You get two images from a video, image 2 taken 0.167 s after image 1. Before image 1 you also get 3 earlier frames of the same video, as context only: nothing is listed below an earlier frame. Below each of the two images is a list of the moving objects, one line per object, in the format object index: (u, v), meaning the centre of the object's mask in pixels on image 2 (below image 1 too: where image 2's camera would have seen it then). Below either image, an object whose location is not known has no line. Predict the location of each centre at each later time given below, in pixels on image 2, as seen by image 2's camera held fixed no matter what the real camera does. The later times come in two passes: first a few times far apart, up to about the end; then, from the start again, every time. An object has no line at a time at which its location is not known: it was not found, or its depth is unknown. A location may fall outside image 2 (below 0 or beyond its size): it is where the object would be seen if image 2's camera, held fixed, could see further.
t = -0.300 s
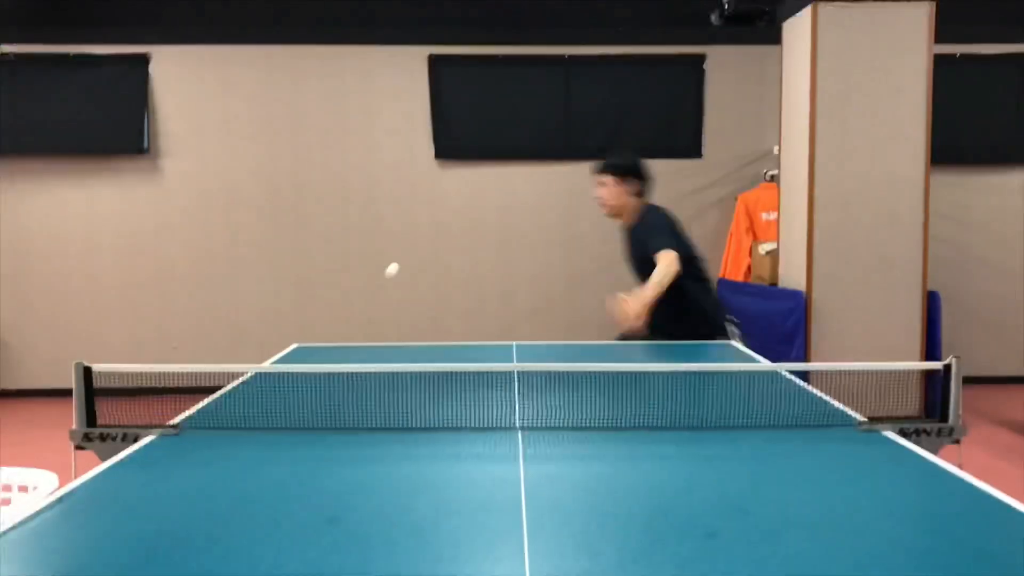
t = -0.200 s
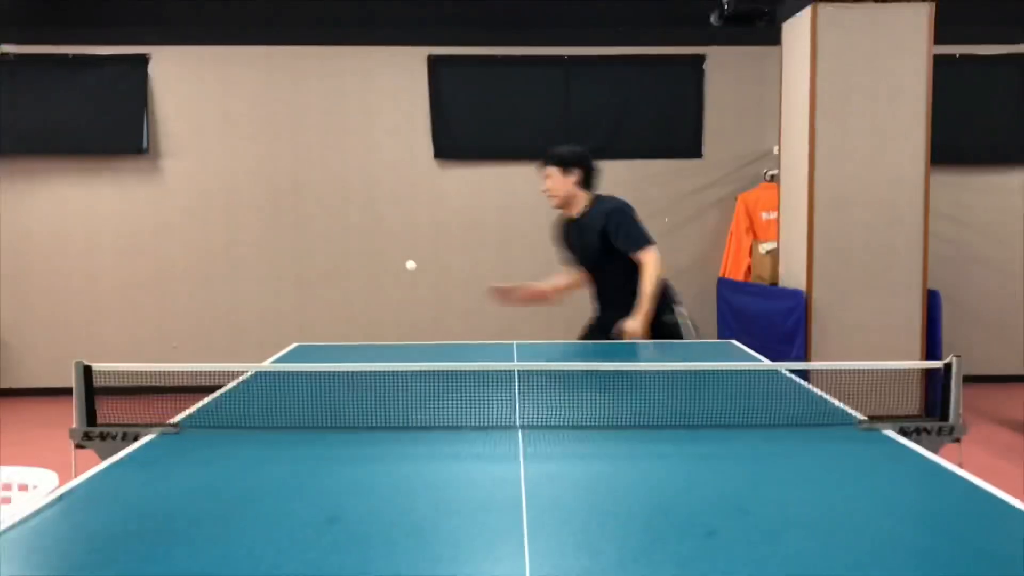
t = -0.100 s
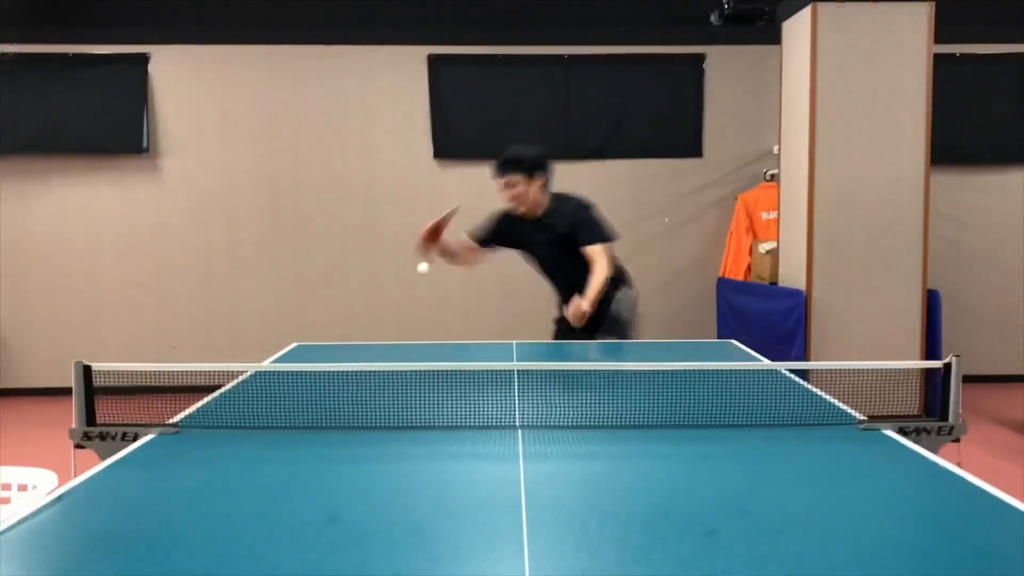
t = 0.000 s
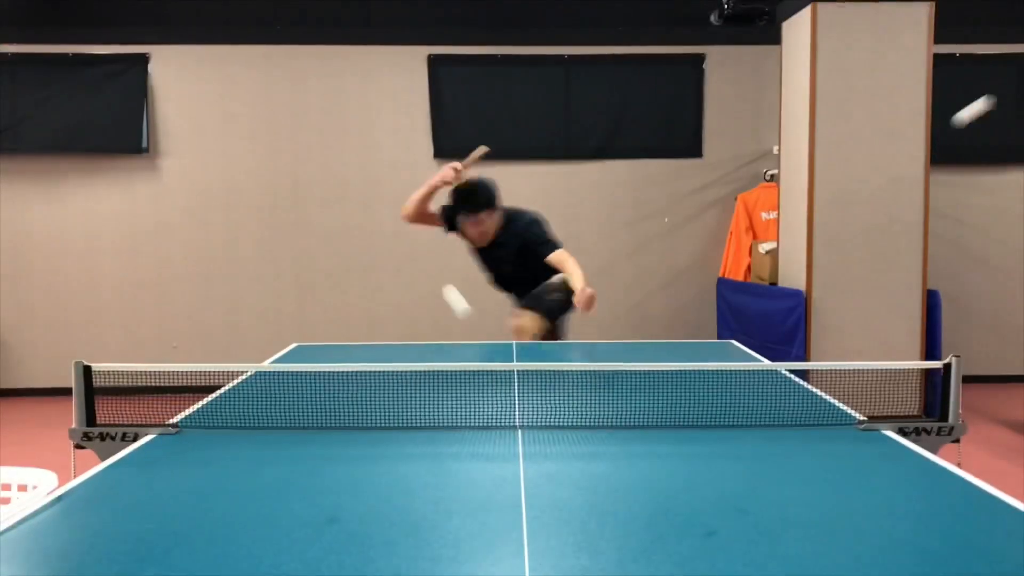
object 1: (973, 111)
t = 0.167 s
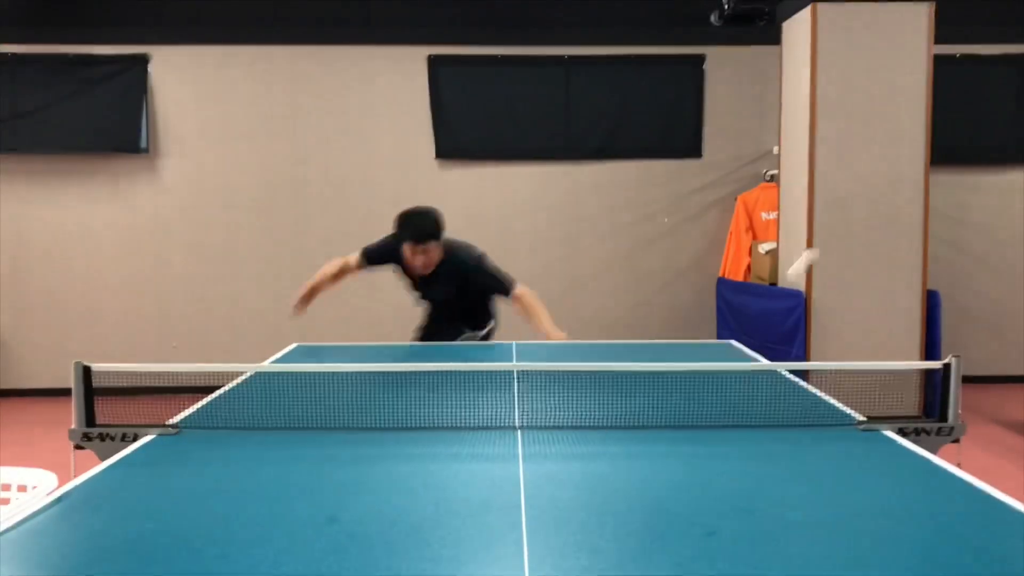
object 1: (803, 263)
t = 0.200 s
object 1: (774, 298)
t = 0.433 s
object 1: (678, 215)
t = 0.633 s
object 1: (621, 189)
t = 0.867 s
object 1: (558, 305)
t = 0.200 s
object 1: (774, 298)
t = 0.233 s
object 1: (751, 331)
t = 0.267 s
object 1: (731, 336)
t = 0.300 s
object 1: (720, 305)
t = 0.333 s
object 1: (709, 276)
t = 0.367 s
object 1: (699, 252)
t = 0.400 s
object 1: (688, 231)
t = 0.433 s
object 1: (678, 215)
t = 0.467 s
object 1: (668, 203)
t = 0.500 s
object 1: (659, 193)
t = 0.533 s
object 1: (649, 187)
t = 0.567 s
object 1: (639, 184)
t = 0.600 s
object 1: (630, 186)
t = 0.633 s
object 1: (621, 189)
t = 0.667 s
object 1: (611, 197)
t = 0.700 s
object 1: (602, 207)
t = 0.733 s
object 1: (593, 221)
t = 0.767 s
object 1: (584, 238)
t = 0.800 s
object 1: (575, 258)
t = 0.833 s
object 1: (567, 280)
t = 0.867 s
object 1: (558, 305)
